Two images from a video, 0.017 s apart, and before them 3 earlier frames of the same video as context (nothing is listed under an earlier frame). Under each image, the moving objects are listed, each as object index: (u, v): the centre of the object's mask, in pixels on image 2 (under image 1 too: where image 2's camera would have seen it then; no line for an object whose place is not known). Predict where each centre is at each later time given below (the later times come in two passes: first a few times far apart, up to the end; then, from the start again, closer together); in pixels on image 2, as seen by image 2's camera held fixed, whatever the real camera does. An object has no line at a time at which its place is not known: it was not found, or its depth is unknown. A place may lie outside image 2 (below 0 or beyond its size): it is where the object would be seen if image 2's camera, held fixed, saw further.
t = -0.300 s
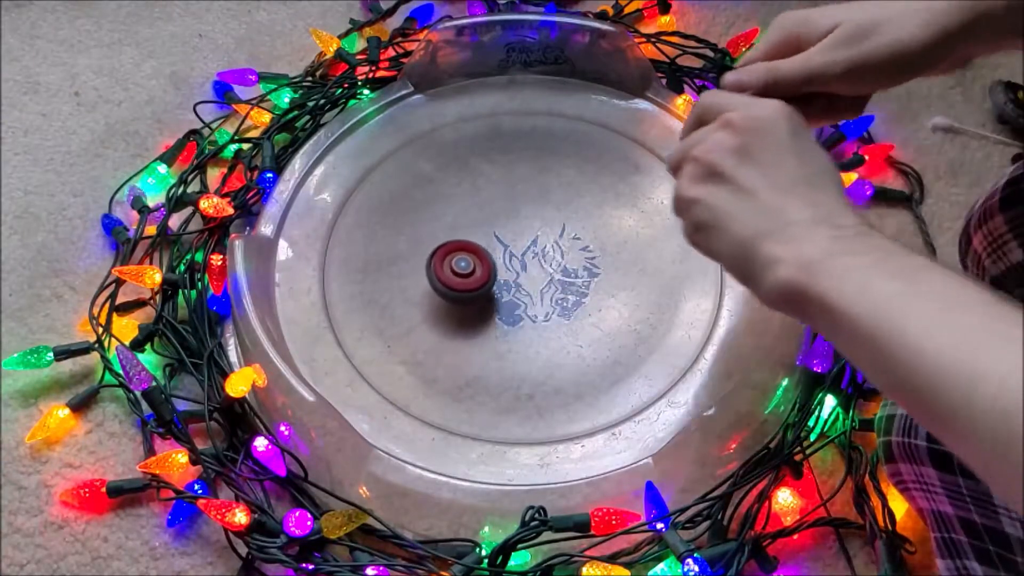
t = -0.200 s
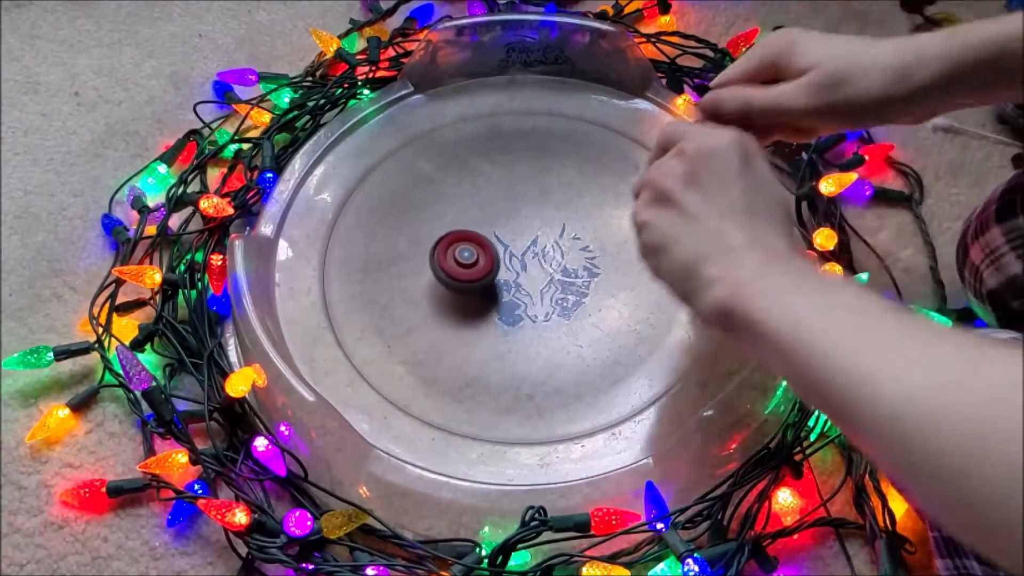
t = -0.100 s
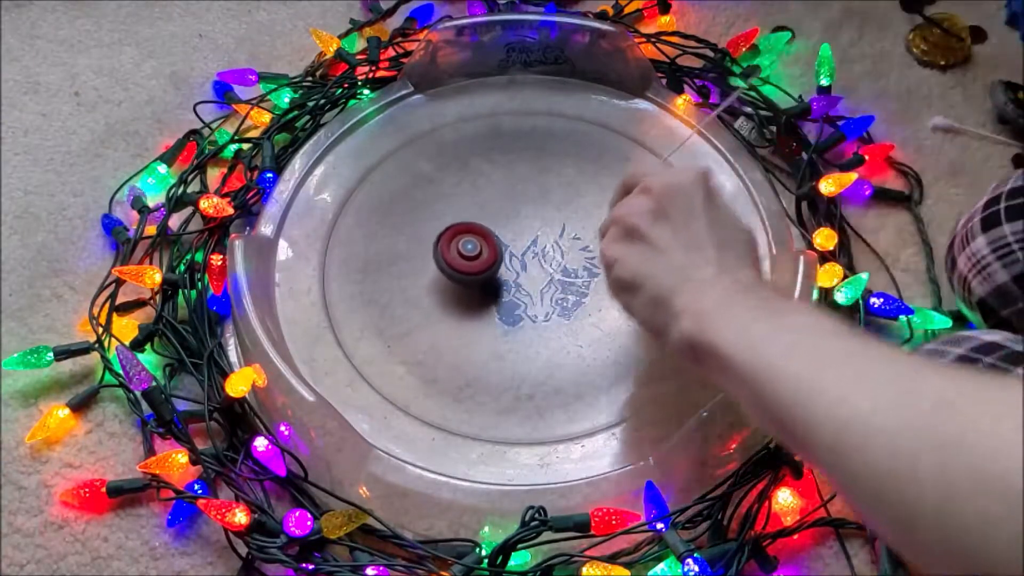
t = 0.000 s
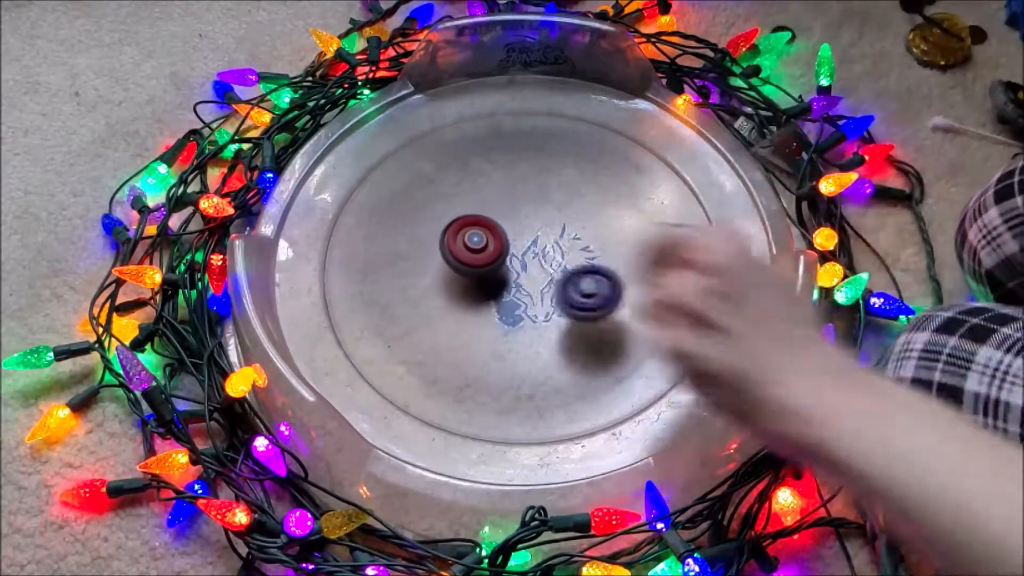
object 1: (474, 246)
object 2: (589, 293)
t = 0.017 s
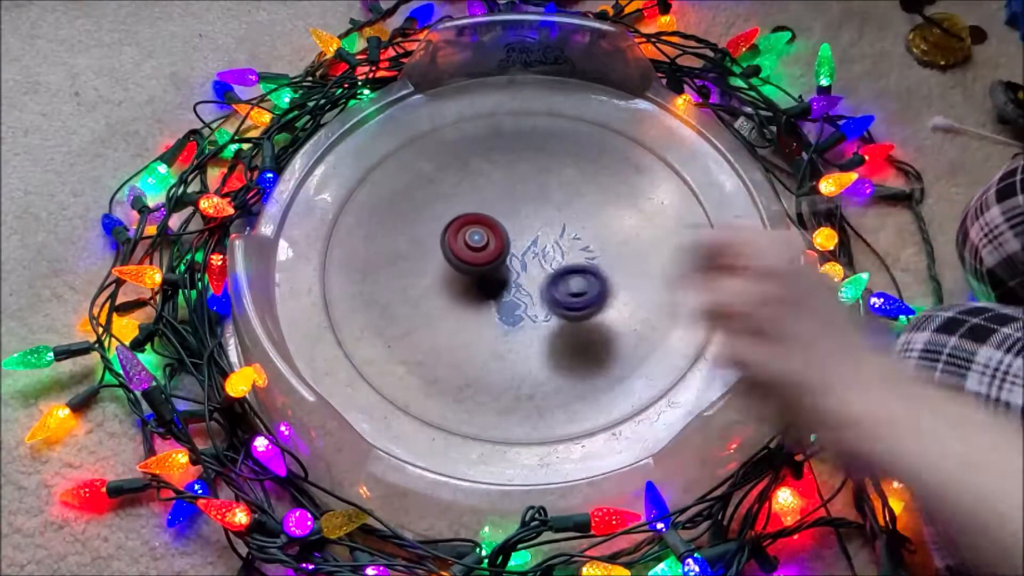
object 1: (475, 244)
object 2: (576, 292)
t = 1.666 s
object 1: (500, 220)
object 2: (528, 322)
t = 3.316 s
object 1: (584, 269)
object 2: (592, 136)
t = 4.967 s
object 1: (506, 269)
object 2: (629, 396)
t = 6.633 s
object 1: (539, 251)
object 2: (401, 248)
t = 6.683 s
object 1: (536, 250)
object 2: (405, 286)
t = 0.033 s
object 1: (476, 243)
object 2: (563, 294)
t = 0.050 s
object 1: (477, 242)
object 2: (549, 297)
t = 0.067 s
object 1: (477, 241)
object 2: (534, 304)
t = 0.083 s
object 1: (478, 240)
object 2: (524, 306)
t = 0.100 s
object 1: (478, 239)
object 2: (513, 304)
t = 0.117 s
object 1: (478, 238)
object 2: (503, 303)
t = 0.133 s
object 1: (479, 237)
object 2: (493, 303)
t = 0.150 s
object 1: (479, 236)
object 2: (483, 306)
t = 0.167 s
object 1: (481, 235)
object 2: (474, 307)
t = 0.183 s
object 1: (482, 234)
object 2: (467, 307)
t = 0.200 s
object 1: (484, 234)
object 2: (459, 311)
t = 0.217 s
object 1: (485, 232)
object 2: (451, 314)
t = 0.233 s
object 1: (485, 231)
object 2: (445, 315)
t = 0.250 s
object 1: (486, 231)
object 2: (439, 319)
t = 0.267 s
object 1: (487, 229)
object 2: (434, 322)
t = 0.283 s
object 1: (488, 229)
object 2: (429, 326)
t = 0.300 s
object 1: (489, 229)
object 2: (426, 330)
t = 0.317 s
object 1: (490, 228)
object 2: (423, 334)
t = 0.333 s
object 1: (491, 228)
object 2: (421, 339)
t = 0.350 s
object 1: (491, 227)
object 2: (420, 344)
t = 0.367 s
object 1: (491, 227)
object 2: (420, 350)
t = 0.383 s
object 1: (492, 227)
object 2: (421, 356)
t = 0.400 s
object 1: (493, 226)
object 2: (422, 362)
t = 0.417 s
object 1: (495, 226)
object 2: (424, 368)
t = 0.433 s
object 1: (495, 226)
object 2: (427, 376)
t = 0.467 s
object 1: (496, 226)
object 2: (434, 391)
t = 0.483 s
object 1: (497, 225)
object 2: (439, 399)
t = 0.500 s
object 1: (499, 225)
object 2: (445, 408)
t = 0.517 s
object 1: (500, 224)
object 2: (453, 413)
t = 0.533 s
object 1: (502, 224)
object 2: (465, 415)
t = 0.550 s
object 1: (503, 224)
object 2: (477, 417)
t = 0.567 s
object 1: (505, 224)
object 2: (490, 418)
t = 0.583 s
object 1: (507, 224)
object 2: (503, 418)
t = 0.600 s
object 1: (509, 224)
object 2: (516, 418)
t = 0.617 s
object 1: (510, 223)
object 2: (529, 414)
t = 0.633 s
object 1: (512, 223)
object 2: (541, 409)
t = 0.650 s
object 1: (514, 223)
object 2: (552, 402)
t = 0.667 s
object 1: (516, 222)
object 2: (561, 393)
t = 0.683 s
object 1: (517, 222)
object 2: (570, 383)
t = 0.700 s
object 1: (518, 222)
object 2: (577, 374)
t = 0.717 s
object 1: (519, 222)
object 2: (583, 362)
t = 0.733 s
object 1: (521, 223)
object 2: (587, 350)
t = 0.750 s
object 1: (522, 223)
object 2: (589, 335)
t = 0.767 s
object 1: (524, 223)
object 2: (588, 323)
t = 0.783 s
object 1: (525, 223)
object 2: (586, 309)
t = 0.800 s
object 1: (527, 222)
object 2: (582, 296)
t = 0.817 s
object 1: (528, 223)
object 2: (576, 283)
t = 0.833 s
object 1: (527, 222)
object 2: (571, 276)
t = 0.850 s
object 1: (518, 211)
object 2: (574, 275)
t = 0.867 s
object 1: (507, 190)
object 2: (576, 277)
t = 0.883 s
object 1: (498, 172)
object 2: (578, 281)
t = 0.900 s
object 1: (490, 161)
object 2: (580, 287)
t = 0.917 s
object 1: (483, 150)
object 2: (580, 288)
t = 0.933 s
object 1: (477, 143)
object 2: (579, 292)
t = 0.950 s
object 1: (472, 139)
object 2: (578, 293)
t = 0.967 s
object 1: (467, 137)
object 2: (575, 294)
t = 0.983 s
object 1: (462, 137)
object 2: (572, 295)
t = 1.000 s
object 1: (458, 138)
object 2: (567, 294)
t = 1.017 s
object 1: (454, 139)
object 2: (562, 294)
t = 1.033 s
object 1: (451, 141)
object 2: (555, 291)
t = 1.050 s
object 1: (448, 144)
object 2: (548, 290)
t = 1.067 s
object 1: (445, 147)
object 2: (540, 284)
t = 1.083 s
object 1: (443, 150)
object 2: (530, 291)
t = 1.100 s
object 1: (440, 154)
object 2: (522, 287)
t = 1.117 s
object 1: (438, 158)
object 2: (510, 274)
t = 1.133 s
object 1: (436, 162)
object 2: (499, 269)
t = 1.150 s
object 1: (433, 167)
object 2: (486, 261)
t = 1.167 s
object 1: (432, 173)
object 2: (473, 256)
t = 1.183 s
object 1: (430, 178)
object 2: (460, 255)
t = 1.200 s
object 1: (428, 184)
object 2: (446, 253)
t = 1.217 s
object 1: (428, 190)
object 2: (433, 253)
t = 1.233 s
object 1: (428, 192)
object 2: (420, 256)
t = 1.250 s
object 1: (431, 188)
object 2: (410, 263)
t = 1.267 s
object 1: (433, 186)
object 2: (400, 271)
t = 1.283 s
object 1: (436, 187)
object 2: (391, 281)
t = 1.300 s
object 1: (439, 190)
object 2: (383, 288)
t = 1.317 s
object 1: (443, 191)
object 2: (377, 297)
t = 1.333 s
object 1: (447, 194)
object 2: (371, 306)
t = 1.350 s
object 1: (451, 198)
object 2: (366, 315)
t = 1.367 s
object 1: (454, 201)
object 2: (363, 324)
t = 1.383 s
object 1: (457, 205)
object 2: (360, 333)
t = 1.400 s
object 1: (460, 208)
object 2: (359, 342)
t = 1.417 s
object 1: (463, 212)
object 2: (360, 351)
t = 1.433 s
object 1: (465, 214)
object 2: (367, 358)
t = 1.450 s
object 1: (467, 216)
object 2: (375, 364)
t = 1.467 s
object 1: (469, 218)
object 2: (384, 370)
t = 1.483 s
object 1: (471, 219)
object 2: (394, 374)
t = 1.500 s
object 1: (474, 220)
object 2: (406, 376)
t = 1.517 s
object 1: (477, 221)
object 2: (419, 376)
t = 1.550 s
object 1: (481, 220)
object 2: (445, 373)
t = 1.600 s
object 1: (489, 220)
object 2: (486, 360)
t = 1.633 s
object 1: (495, 220)
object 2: (510, 342)
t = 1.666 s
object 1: (500, 220)
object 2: (528, 322)
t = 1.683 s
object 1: (502, 221)
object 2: (534, 310)
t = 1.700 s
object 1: (504, 221)
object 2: (539, 300)
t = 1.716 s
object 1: (507, 222)
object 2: (542, 288)
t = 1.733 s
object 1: (508, 220)
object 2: (545, 276)
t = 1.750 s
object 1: (507, 215)
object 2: (550, 266)
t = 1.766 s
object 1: (507, 211)
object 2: (554, 261)
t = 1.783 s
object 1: (507, 210)
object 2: (563, 257)
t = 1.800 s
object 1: (496, 194)
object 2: (577, 262)
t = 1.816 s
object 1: (485, 178)
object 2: (592, 270)
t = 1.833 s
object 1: (475, 164)
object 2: (607, 278)
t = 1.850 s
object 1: (469, 157)
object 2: (621, 282)
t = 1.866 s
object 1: (464, 152)
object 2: (634, 289)
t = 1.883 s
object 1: (460, 150)
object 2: (647, 297)
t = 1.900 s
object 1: (456, 150)
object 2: (656, 300)
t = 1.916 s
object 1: (453, 150)
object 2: (666, 304)
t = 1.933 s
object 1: (450, 151)
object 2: (674, 309)
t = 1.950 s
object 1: (448, 153)
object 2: (681, 310)
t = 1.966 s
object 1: (446, 154)
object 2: (686, 312)
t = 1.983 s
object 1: (444, 156)
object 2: (690, 316)
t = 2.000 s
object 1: (443, 159)
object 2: (693, 314)
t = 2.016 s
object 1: (442, 161)
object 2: (694, 314)
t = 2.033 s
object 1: (441, 163)
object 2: (695, 316)
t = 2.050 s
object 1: (441, 166)
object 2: (694, 313)
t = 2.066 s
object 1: (440, 169)
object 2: (693, 311)
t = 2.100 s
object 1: (440, 175)
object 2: (687, 304)
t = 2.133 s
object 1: (440, 181)
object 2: (678, 296)
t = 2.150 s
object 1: (440, 184)
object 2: (673, 290)
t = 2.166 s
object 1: (440, 187)
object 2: (667, 286)
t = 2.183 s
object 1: (441, 190)
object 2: (661, 279)
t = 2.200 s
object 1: (442, 193)
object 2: (654, 273)
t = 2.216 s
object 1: (443, 196)
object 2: (647, 266)
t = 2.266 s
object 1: (449, 206)
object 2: (626, 241)
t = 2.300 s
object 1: (453, 213)
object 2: (611, 222)
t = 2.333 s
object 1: (459, 221)
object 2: (595, 202)
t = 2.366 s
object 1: (466, 228)
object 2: (575, 182)
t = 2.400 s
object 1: (474, 234)
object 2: (551, 166)
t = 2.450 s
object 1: (488, 244)
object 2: (510, 150)
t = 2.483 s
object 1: (499, 250)
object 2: (481, 147)
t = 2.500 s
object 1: (504, 252)
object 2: (467, 148)
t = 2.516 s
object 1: (510, 254)
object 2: (453, 149)
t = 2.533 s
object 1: (515, 255)
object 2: (439, 152)
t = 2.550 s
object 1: (521, 258)
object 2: (426, 157)
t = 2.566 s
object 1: (525, 256)
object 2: (414, 162)
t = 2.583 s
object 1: (530, 257)
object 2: (403, 169)
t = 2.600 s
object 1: (535, 257)
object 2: (392, 177)
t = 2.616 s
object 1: (539, 257)
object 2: (383, 185)
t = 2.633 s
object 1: (543, 257)
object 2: (375, 196)
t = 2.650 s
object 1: (546, 257)
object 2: (369, 208)
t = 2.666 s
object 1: (549, 259)
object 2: (365, 219)
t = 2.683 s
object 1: (551, 257)
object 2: (362, 231)
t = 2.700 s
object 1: (554, 258)
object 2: (361, 245)
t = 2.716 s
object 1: (556, 258)
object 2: (361, 258)
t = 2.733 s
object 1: (558, 258)
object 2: (363, 272)
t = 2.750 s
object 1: (561, 259)
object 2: (368, 286)
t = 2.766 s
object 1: (563, 257)
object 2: (375, 299)
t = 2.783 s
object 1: (565, 257)
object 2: (384, 313)
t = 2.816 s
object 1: (568, 257)
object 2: (407, 338)
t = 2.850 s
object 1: (570, 257)
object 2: (437, 357)
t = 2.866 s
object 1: (571, 258)
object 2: (454, 363)
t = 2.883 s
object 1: (572, 257)
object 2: (472, 368)
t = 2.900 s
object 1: (573, 257)
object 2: (490, 371)
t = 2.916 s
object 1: (574, 259)
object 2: (509, 372)
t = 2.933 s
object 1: (575, 258)
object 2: (528, 371)
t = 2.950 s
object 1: (576, 259)
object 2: (547, 368)
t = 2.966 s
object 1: (577, 260)
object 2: (563, 363)
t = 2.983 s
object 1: (578, 260)
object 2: (580, 357)
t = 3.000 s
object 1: (579, 260)
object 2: (596, 349)
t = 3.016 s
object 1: (580, 260)
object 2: (611, 341)
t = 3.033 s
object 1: (581, 260)
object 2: (624, 330)
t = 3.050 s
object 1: (582, 261)
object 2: (636, 319)
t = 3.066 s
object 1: (582, 261)
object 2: (646, 307)
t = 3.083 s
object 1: (583, 261)
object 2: (654, 295)
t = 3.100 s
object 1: (583, 261)
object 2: (660, 281)
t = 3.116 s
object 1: (583, 261)
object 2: (664, 267)
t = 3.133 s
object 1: (583, 262)
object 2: (667, 252)
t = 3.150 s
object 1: (583, 262)
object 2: (668, 239)
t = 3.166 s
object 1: (583, 263)
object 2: (667, 226)
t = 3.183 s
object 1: (583, 263)
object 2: (664, 212)
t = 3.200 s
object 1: (583, 264)
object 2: (659, 200)
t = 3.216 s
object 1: (583, 265)
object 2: (654, 188)
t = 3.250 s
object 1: (584, 266)
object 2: (637, 167)
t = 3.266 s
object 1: (584, 267)
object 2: (628, 157)
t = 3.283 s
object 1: (584, 268)
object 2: (617, 150)
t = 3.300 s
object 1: (584, 268)
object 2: (605, 142)
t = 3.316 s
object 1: (584, 269)
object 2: (592, 136)
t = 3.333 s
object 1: (584, 269)
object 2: (578, 132)
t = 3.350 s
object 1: (584, 270)
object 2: (564, 127)
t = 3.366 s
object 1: (584, 270)
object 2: (549, 125)
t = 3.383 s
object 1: (584, 271)
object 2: (535, 123)
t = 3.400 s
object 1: (583, 271)
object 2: (521, 123)
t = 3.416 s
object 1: (582, 272)
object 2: (507, 125)
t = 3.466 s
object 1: (580, 275)
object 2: (466, 135)
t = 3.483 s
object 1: (579, 275)
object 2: (454, 141)
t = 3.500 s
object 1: (578, 276)
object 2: (442, 149)
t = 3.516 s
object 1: (577, 278)
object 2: (431, 157)
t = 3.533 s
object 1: (577, 279)
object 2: (421, 168)
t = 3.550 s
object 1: (576, 278)
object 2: (411, 178)
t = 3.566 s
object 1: (576, 279)
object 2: (404, 190)
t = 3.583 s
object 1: (575, 279)
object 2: (397, 203)
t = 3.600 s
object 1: (574, 281)
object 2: (392, 216)
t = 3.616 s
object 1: (573, 281)
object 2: (390, 231)
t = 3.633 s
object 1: (572, 283)
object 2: (388, 245)
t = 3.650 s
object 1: (571, 283)
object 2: (389, 260)
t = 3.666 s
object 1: (570, 284)
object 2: (390, 274)
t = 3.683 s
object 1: (568, 285)
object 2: (395, 288)
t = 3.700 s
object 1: (567, 286)
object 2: (401, 302)
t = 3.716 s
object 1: (565, 286)
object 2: (410, 315)
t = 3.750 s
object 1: (562, 288)
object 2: (432, 339)
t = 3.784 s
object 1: (558, 290)
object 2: (461, 358)
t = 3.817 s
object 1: (554, 293)
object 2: (494, 370)
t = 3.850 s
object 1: (551, 296)
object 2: (531, 375)
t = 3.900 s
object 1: (548, 299)
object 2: (583, 369)
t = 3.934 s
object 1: (545, 299)
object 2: (617, 359)
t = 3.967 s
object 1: (541, 300)
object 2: (644, 343)
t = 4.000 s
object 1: (538, 301)
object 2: (667, 324)
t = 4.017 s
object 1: (536, 302)
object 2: (676, 313)
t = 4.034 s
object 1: (534, 302)
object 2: (684, 301)
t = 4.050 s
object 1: (532, 303)
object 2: (691, 289)
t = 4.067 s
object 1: (531, 303)
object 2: (695, 277)
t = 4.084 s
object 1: (529, 304)
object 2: (698, 265)
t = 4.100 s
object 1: (527, 305)
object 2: (699, 252)
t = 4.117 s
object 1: (526, 306)
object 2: (698, 240)
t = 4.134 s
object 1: (524, 307)
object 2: (696, 229)
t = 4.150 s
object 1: (523, 307)
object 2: (692, 217)
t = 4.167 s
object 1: (521, 308)
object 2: (687, 206)
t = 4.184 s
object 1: (520, 308)
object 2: (680, 196)
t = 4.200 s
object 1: (519, 309)
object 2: (671, 187)
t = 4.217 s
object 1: (517, 309)
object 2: (661, 178)
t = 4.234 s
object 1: (516, 309)
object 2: (650, 171)
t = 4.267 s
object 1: (513, 309)
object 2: (625, 158)
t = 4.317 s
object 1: (509, 309)
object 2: (582, 149)
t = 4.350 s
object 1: (506, 309)
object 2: (550, 149)
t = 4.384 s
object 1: (503, 309)
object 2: (520, 154)
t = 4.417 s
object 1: (501, 308)
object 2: (491, 164)
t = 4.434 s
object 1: (500, 308)
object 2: (477, 171)
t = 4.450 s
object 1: (499, 308)
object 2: (464, 180)
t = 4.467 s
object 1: (498, 307)
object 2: (452, 188)
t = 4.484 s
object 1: (497, 306)
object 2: (442, 199)
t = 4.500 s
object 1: (497, 306)
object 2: (433, 209)
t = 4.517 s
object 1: (496, 305)
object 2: (425, 221)
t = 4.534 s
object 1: (495, 305)
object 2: (419, 234)
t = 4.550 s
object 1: (494, 305)
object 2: (414, 247)
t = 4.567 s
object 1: (493, 304)
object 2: (411, 261)
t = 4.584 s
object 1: (492, 304)
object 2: (410, 274)
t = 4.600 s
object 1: (491, 304)
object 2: (410, 288)
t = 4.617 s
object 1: (491, 303)
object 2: (412, 302)
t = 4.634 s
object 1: (491, 303)
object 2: (417, 315)
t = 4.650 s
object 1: (494, 301)
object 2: (420, 329)
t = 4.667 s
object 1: (502, 299)
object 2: (418, 341)
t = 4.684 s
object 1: (508, 297)
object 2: (418, 355)
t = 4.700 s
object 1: (512, 295)
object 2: (419, 367)
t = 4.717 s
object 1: (515, 293)
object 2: (424, 377)
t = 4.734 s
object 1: (517, 292)
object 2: (430, 388)
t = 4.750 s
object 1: (517, 288)
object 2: (439, 399)
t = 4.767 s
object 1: (517, 286)
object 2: (448, 407)
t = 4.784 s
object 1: (517, 288)
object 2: (461, 416)
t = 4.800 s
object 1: (517, 287)
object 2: (475, 422)
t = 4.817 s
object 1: (516, 285)
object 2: (491, 421)
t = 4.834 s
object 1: (515, 284)
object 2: (508, 421)
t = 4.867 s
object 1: (512, 280)
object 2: (543, 420)
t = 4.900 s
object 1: (510, 277)
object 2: (573, 416)
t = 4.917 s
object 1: (509, 275)
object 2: (588, 414)
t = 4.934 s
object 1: (508, 273)
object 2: (602, 410)
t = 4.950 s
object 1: (507, 272)
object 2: (616, 404)
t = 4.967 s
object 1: (506, 269)
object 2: (629, 396)
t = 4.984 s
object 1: (505, 268)
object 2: (641, 388)
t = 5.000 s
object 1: (504, 266)
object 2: (652, 380)
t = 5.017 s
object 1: (502, 254)
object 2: (661, 370)
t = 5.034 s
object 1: (502, 252)
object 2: (668, 359)
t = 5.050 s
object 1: (502, 250)
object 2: (674, 348)
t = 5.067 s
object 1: (501, 248)
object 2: (678, 336)
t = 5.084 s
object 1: (501, 247)
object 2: (680, 324)
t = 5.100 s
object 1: (500, 246)
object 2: (680, 312)
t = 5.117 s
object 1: (499, 244)
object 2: (679, 299)
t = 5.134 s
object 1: (498, 243)
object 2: (676, 287)
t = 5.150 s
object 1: (497, 242)
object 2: (672, 276)
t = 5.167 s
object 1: (498, 246)
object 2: (666, 264)
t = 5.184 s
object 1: (497, 245)
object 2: (659, 253)
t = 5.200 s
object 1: (497, 244)
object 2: (651, 243)
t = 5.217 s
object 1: (497, 244)
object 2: (641, 234)
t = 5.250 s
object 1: (497, 244)
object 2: (617, 217)
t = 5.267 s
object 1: (497, 245)
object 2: (603, 211)
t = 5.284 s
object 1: (497, 244)
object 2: (589, 205)
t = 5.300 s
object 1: (496, 243)
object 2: (574, 202)
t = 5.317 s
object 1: (496, 243)
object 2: (559, 198)
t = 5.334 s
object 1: (491, 245)
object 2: (547, 196)
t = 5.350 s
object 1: (477, 252)
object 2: (546, 187)
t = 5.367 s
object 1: (463, 249)
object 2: (545, 175)
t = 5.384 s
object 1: (452, 254)
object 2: (544, 166)
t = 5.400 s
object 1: (444, 258)
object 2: (541, 158)
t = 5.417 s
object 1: (440, 263)
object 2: (538, 151)
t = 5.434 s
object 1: (438, 266)
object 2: (534, 146)
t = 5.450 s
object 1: (437, 270)
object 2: (529, 143)
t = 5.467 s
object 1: (438, 273)
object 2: (523, 140)
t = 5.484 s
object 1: (439, 276)
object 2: (518, 140)
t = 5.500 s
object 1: (441, 279)
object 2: (510, 140)
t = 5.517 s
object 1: (443, 282)
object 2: (502, 141)
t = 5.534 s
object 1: (445, 285)
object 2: (493, 143)
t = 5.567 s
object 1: (450, 289)
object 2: (472, 150)
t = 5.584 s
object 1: (452, 292)
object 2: (461, 156)
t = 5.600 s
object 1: (454, 294)
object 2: (449, 160)
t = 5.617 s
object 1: (457, 296)
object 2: (438, 168)
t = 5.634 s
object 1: (460, 298)
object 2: (427, 175)
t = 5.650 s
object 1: (464, 299)
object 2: (417, 182)
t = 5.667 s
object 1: (467, 301)
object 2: (408, 191)
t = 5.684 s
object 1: (470, 302)
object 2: (400, 201)
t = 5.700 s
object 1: (474, 303)
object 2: (393, 211)
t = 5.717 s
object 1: (477, 303)
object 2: (387, 221)
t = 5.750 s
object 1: (484, 304)
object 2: (379, 245)
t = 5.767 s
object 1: (487, 305)
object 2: (377, 258)
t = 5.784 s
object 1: (490, 305)
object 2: (377, 271)
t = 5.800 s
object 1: (493, 305)
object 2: (379, 284)
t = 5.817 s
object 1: (495, 305)
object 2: (384, 297)
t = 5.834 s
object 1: (497, 305)
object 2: (389, 309)
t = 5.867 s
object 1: (503, 304)
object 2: (407, 333)
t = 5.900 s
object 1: (508, 304)
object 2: (430, 352)
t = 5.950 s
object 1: (517, 300)
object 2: (475, 369)
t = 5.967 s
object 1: (520, 299)
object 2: (492, 371)
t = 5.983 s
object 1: (522, 298)
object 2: (509, 371)
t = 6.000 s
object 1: (524, 297)
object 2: (526, 370)
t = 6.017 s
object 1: (526, 296)
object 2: (543, 367)
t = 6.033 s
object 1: (528, 295)
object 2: (558, 363)
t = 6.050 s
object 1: (530, 295)
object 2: (573, 357)
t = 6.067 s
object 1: (531, 295)
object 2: (586, 351)
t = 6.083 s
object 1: (533, 295)
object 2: (599, 342)
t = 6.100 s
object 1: (535, 293)
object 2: (610, 332)
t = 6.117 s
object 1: (537, 288)
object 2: (621, 323)
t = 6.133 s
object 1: (539, 286)
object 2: (629, 312)
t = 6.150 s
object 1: (541, 288)
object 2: (635, 299)
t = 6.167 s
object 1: (542, 287)
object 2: (640, 287)
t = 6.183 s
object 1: (543, 285)
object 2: (643, 275)
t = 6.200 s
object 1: (545, 283)
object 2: (644, 262)
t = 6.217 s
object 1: (546, 282)
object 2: (644, 250)
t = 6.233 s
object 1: (546, 282)
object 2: (642, 238)
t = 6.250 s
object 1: (546, 281)
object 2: (638, 227)
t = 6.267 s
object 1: (547, 280)
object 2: (633, 217)
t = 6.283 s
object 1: (547, 279)
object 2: (626, 206)
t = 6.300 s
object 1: (547, 279)
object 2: (617, 196)
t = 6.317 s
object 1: (547, 278)
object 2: (607, 188)
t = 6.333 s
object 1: (548, 277)
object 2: (597, 180)
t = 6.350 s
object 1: (548, 276)
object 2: (585, 173)
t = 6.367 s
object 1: (548, 265)
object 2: (573, 168)
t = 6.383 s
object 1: (548, 273)
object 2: (559, 163)
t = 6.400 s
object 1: (547, 262)
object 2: (545, 160)
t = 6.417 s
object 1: (546, 261)
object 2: (532, 159)
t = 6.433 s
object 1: (546, 260)
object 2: (517, 158)
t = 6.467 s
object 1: (545, 258)
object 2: (490, 161)
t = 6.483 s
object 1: (544, 258)
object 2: (476, 165)
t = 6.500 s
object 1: (545, 265)
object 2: (463, 170)
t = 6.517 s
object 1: (543, 257)
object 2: (450, 176)
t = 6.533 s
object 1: (543, 256)
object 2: (440, 184)
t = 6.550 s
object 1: (543, 255)
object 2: (430, 192)
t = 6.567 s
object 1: (542, 255)
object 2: (421, 202)
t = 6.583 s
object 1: (542, 253)
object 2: (413, 212)
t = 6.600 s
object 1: (541, 252)
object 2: (407, 223)
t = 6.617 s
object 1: (540, 252)
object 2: (403, 236)
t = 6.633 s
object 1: (539, 251)
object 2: (401, 248)
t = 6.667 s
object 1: (537, 250)
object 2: (402, 272)
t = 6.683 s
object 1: (536, 250)
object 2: (405, 286)
